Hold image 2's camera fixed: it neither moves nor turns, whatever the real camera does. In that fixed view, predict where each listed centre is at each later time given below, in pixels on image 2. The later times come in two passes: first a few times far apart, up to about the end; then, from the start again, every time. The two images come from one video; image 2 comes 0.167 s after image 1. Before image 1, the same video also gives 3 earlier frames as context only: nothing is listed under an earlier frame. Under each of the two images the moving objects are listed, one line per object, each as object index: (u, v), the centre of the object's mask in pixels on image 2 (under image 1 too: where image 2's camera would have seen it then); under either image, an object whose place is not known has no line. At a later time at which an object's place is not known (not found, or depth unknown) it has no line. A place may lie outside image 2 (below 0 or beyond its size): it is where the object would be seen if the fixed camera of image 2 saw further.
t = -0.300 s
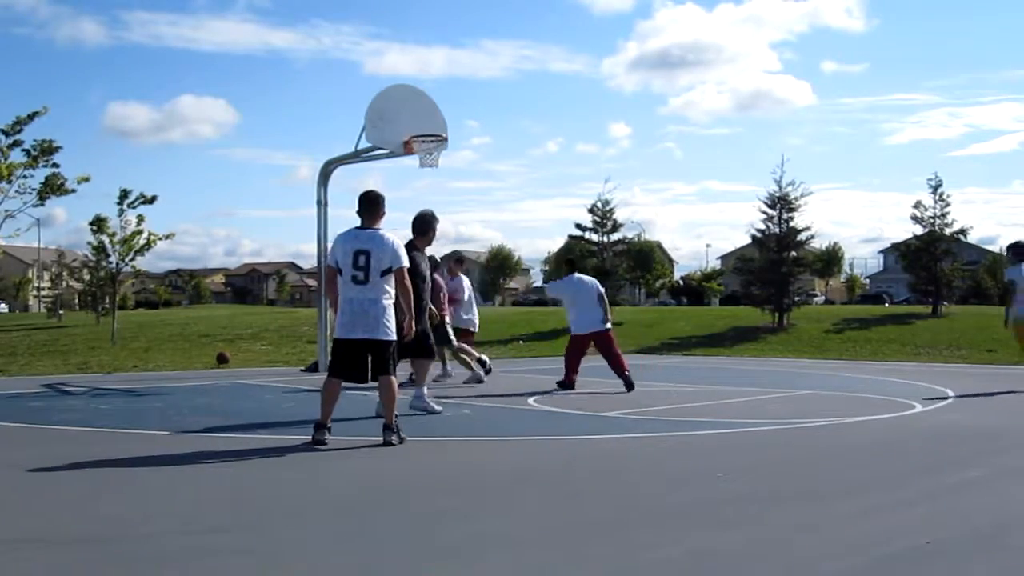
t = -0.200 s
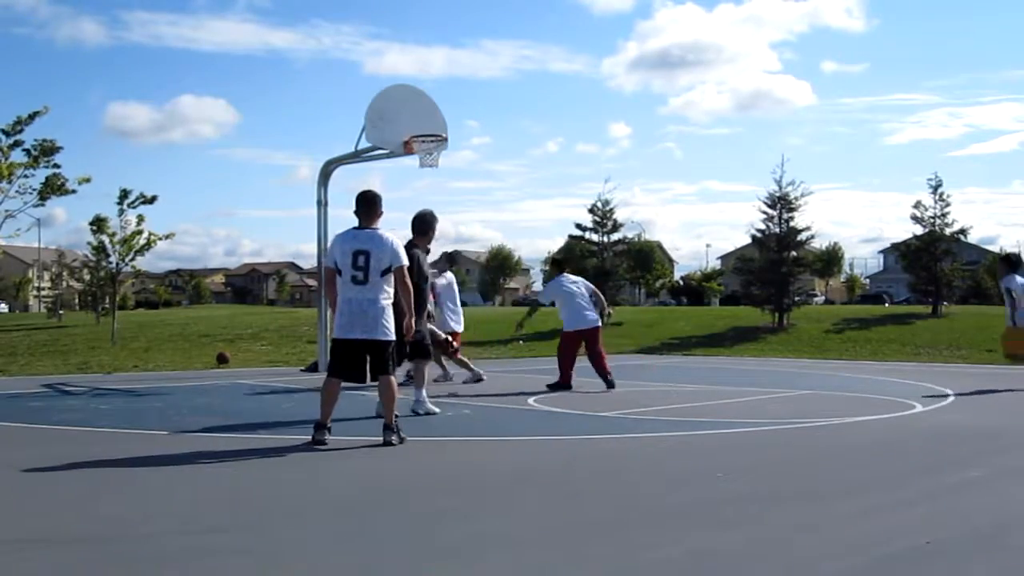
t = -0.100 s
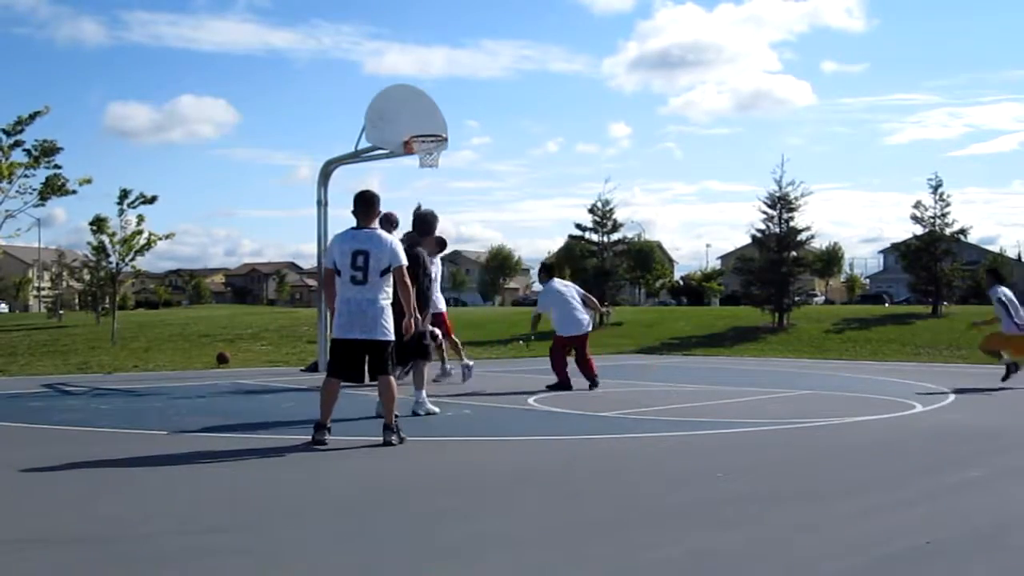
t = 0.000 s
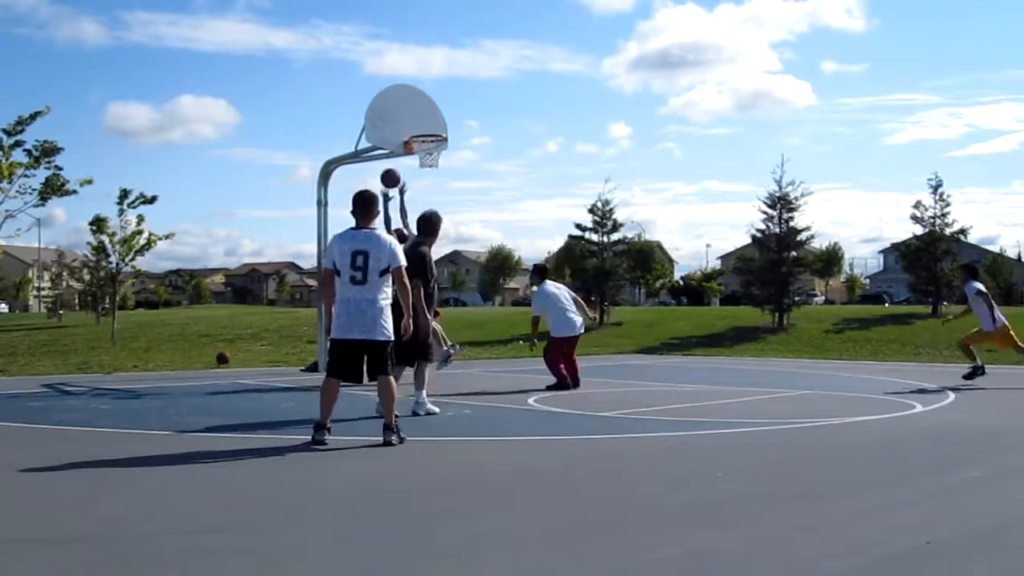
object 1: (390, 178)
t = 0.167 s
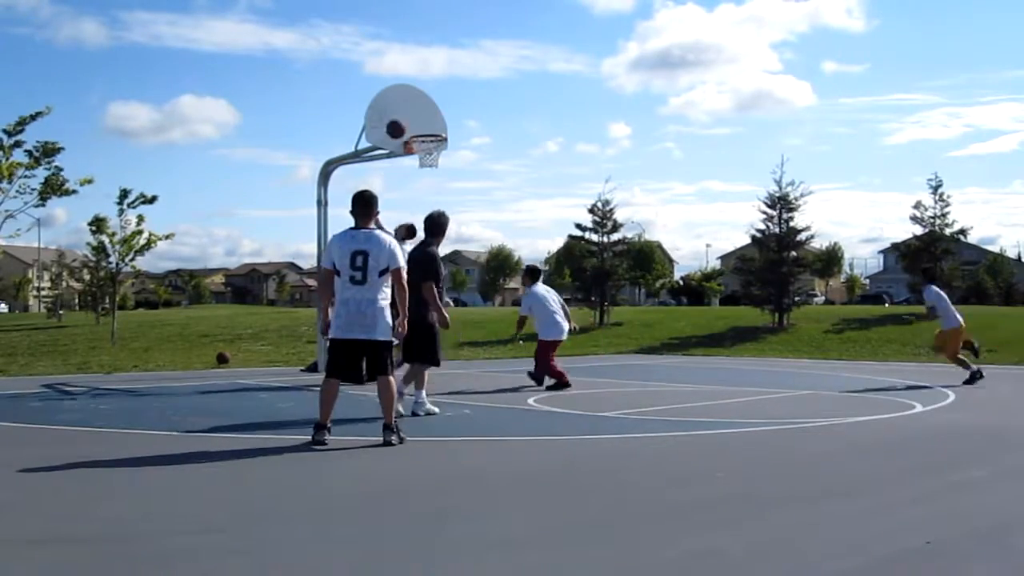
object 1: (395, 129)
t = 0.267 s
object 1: (398, 112)
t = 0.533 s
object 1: (424, 108)
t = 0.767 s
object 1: (448, 119)
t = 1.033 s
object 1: (460, 126)
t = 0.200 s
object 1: (396, 123)
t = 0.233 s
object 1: (397, 117)
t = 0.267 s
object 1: (398, 112)
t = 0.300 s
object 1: (399, 108)
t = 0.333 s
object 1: (400, 105)
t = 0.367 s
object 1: (401, 103)
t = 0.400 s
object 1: (405, 102)
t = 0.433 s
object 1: (410, 102)
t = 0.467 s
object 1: (415, 103)
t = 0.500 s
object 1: (419, 105)
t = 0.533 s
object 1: (424, 108)
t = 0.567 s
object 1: (429, 111)
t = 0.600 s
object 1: (434, 116)
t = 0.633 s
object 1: (439, 121)
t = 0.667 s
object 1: (444, 127)
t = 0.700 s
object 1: (446, 126)
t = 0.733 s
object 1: (447, 122)
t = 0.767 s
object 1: (448, 119)
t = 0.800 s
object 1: (450, 117)
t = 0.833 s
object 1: (451, 116)
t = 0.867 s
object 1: (453, 115)
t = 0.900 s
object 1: (454, 116)
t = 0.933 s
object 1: (456, 117)
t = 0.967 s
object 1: (457, 119)
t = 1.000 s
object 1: (458, 122)
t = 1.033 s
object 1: (460, 126)
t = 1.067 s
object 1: (462, 131)
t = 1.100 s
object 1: (463, 137)
